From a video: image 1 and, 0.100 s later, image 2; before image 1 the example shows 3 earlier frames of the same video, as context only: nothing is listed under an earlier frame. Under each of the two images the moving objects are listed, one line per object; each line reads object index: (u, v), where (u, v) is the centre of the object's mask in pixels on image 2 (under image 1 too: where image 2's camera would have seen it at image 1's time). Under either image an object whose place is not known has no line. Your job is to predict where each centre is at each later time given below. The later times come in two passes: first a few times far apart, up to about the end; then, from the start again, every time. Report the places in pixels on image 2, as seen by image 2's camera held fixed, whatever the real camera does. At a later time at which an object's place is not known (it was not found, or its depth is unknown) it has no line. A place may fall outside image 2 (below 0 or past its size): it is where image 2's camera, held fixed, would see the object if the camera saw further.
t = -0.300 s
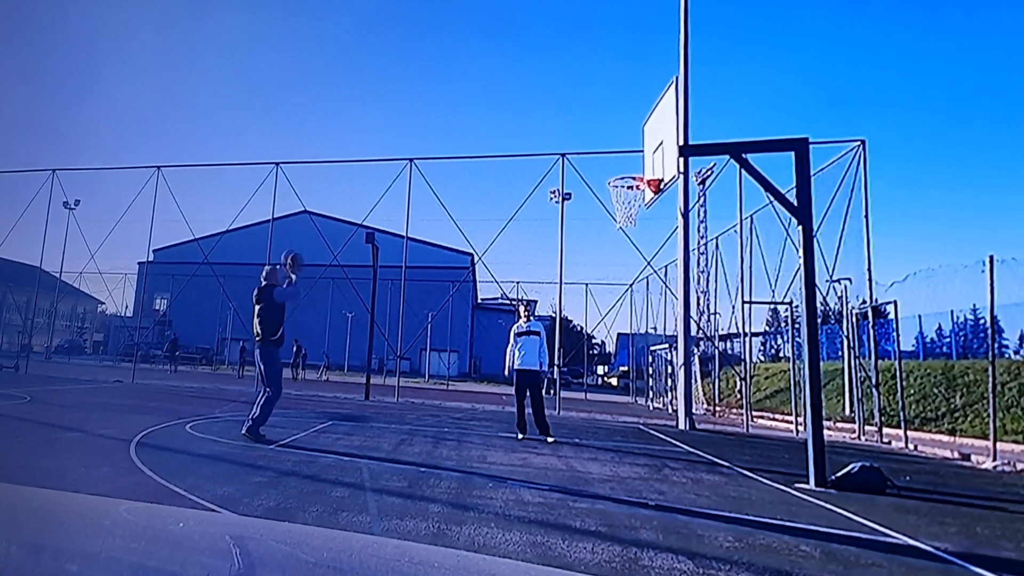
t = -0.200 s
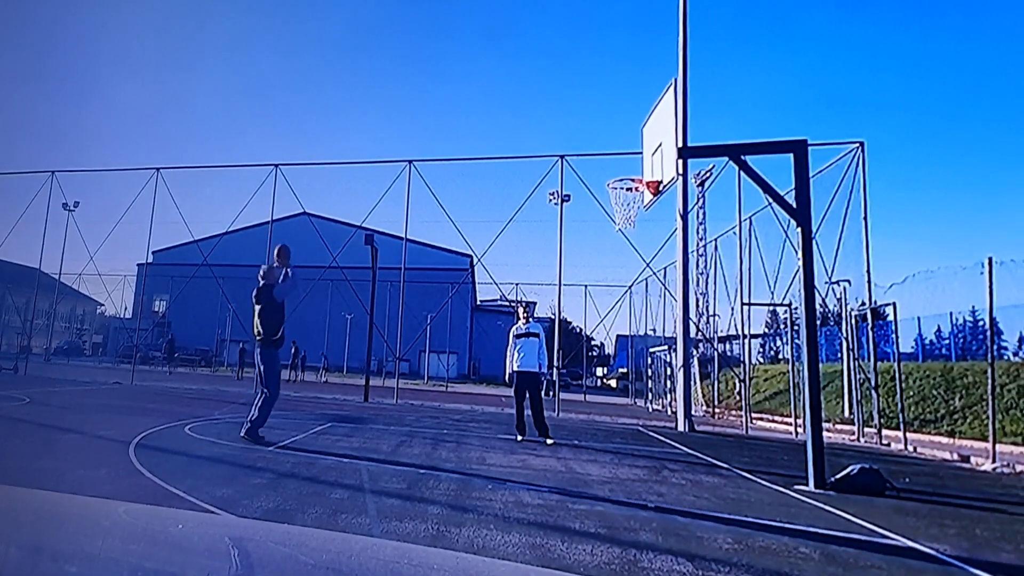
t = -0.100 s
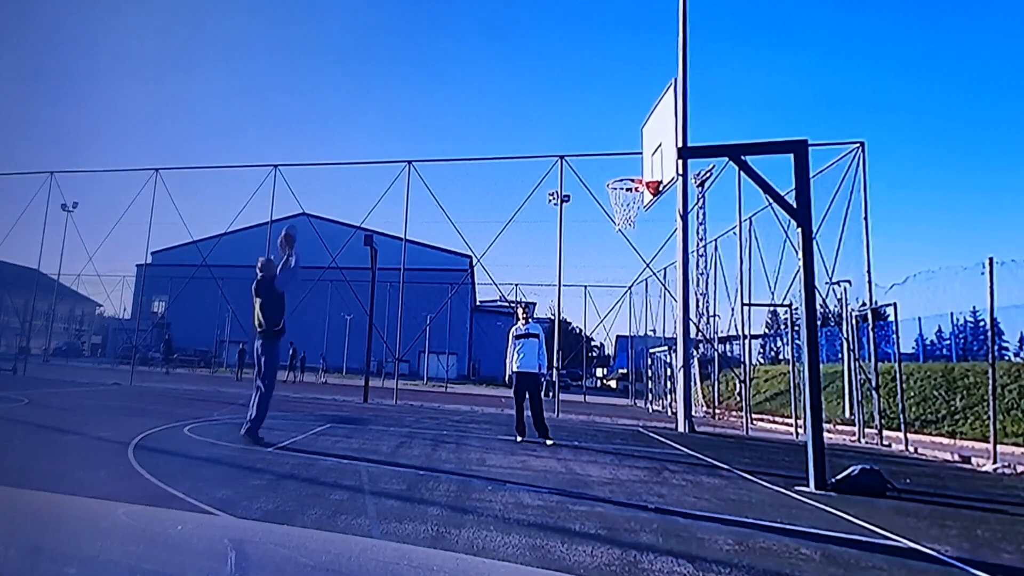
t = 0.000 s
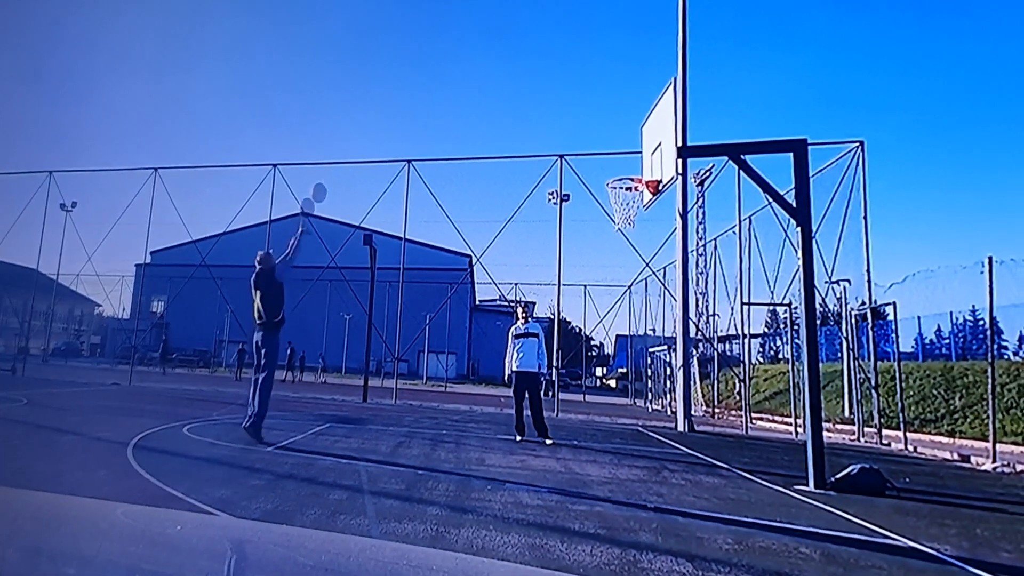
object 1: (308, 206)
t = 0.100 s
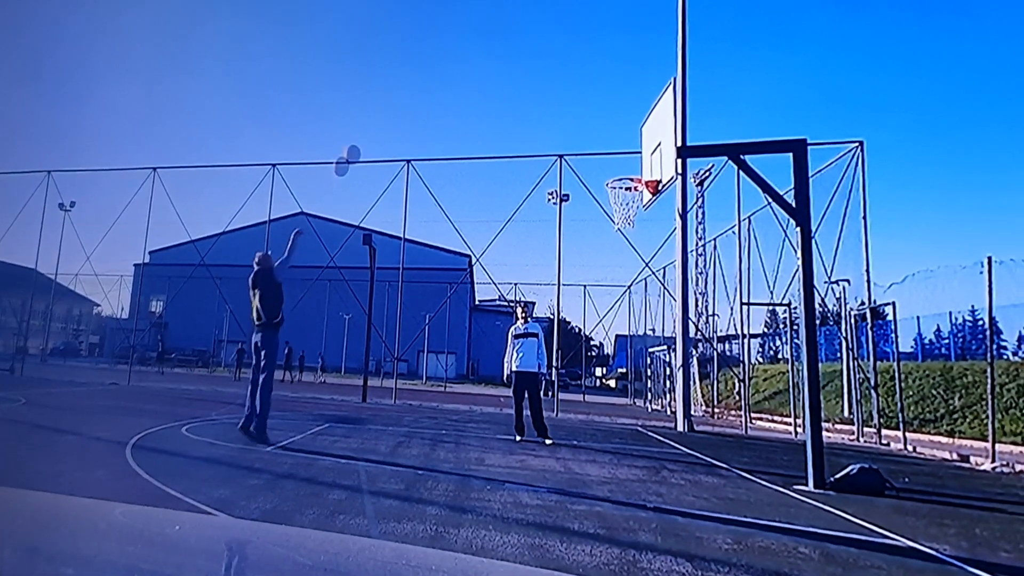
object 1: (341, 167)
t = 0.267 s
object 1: (404, 114)
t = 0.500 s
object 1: (476, 88)
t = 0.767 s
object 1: (557, 110)
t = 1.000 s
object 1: (626, 171)
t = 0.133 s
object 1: (360, 148)
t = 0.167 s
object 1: (371, 138)
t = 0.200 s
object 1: (382, 129)
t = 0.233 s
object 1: (394, 120)
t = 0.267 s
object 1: (404, 114)
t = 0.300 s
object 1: (413, 108)
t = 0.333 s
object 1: (423, 103)
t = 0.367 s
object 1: (434, 98)
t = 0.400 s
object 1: (444, 94)
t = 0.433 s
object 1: (455, 91)
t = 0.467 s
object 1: (465, 89)
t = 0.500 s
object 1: (476, 88)
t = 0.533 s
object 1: (486, 87)
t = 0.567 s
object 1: (496, 88)
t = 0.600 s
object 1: (506, 90)
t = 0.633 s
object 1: (517, 92)
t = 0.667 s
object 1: (527, 95)
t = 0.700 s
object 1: (537, 99)
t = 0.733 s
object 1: (548, 104)
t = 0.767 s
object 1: (557, 110)
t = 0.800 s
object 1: (568, 116)
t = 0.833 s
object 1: (578, 124)
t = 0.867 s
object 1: (588, 131)
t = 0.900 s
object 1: (599, 142)
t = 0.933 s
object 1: (609, 153)
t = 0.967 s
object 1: (621, 166)
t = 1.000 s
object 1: (626, 171)
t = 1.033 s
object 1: (633, 183)
